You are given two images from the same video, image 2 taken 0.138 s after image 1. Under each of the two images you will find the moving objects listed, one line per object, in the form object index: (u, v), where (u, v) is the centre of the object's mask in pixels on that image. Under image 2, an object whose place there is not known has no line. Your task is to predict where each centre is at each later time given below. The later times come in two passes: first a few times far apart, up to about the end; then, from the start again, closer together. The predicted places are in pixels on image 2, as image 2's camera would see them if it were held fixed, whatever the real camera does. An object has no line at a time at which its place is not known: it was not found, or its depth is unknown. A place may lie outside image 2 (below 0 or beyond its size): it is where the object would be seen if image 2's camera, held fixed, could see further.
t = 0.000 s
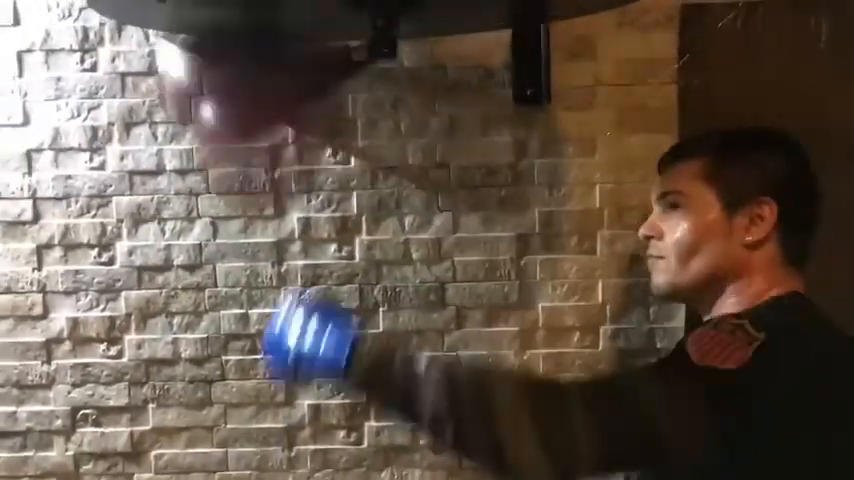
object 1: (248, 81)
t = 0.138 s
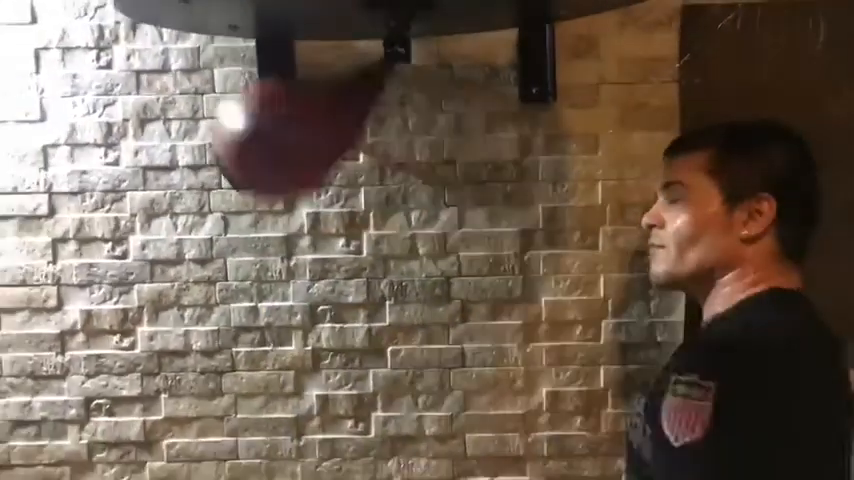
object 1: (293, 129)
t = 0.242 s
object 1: (442, 174)
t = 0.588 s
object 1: (312, 142)
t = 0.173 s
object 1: (274, 86)
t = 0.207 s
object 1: (341, 166)
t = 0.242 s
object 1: (442, 174)
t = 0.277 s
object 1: (508, 119)
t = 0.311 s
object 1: (529, 67)
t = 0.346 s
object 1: (500, 122)
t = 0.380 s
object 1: (450, 161)
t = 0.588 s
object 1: (312, 142)
